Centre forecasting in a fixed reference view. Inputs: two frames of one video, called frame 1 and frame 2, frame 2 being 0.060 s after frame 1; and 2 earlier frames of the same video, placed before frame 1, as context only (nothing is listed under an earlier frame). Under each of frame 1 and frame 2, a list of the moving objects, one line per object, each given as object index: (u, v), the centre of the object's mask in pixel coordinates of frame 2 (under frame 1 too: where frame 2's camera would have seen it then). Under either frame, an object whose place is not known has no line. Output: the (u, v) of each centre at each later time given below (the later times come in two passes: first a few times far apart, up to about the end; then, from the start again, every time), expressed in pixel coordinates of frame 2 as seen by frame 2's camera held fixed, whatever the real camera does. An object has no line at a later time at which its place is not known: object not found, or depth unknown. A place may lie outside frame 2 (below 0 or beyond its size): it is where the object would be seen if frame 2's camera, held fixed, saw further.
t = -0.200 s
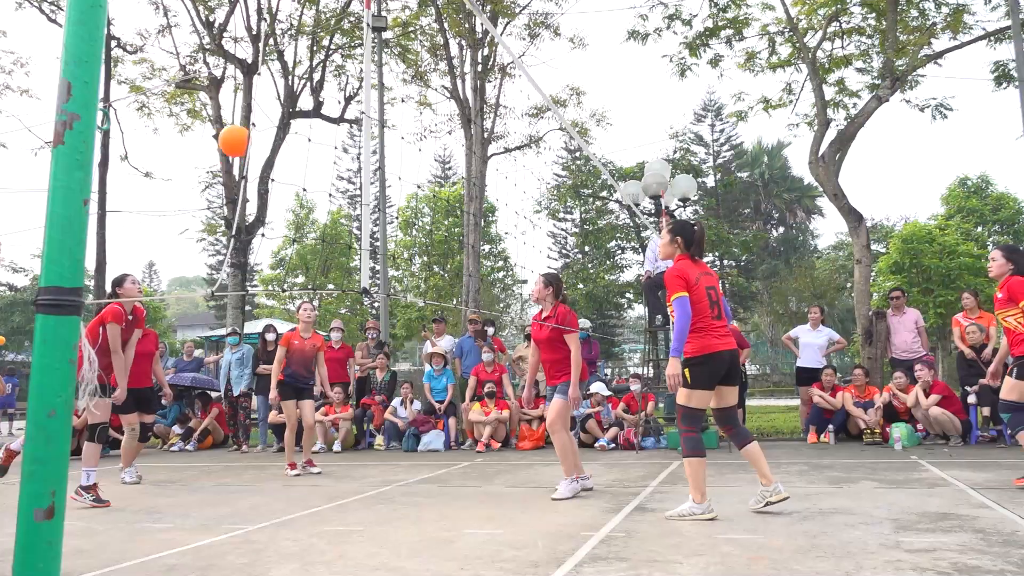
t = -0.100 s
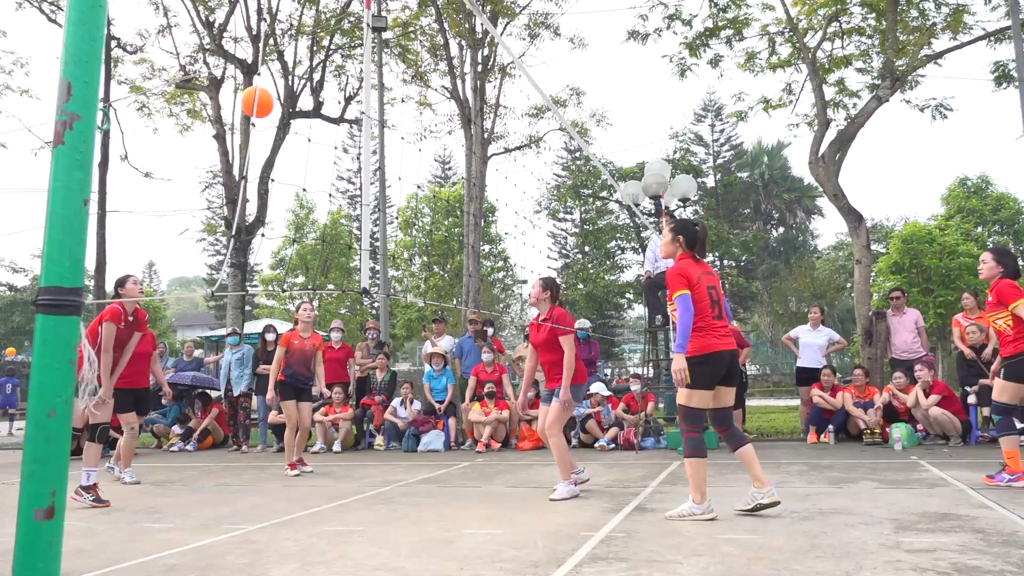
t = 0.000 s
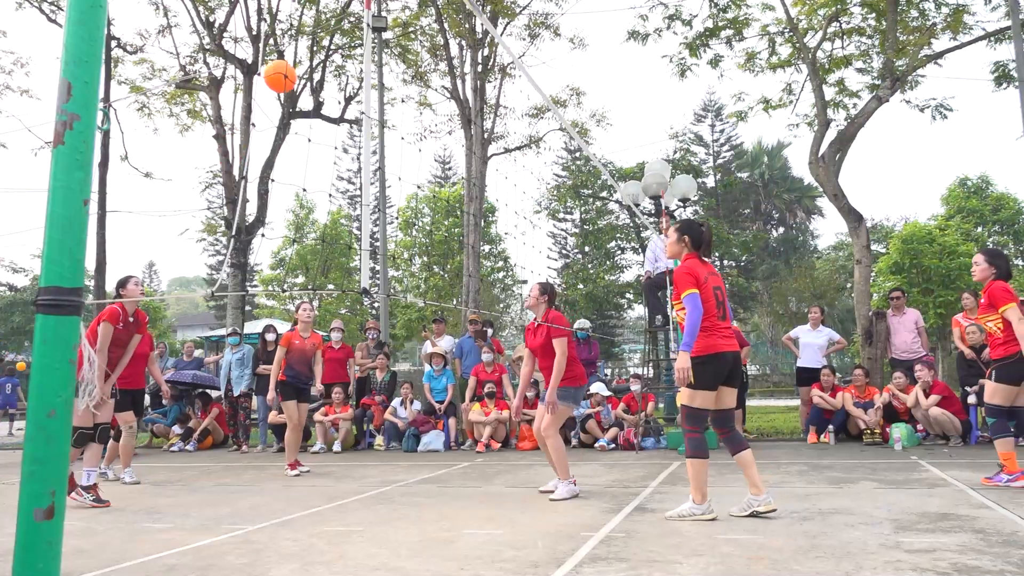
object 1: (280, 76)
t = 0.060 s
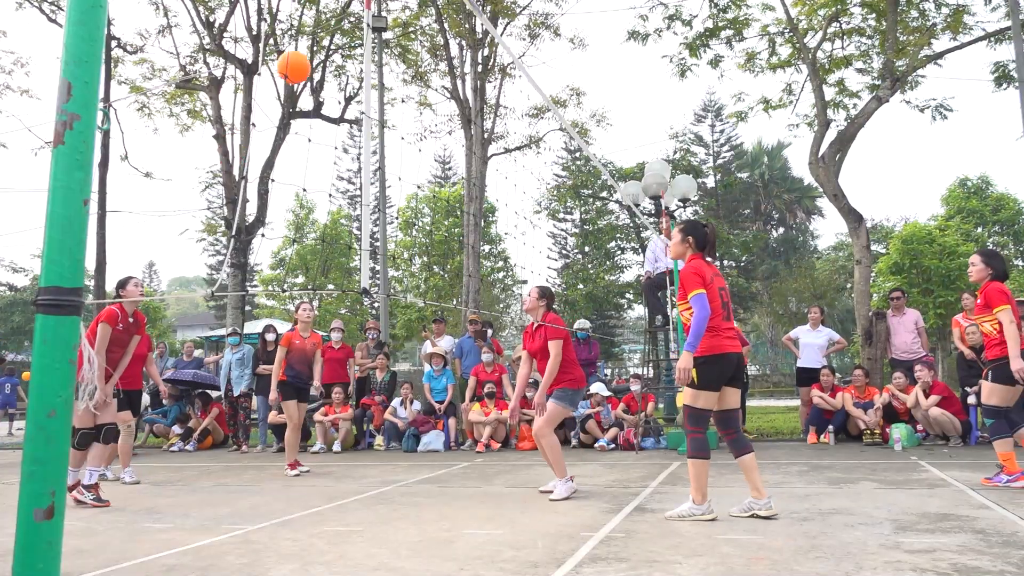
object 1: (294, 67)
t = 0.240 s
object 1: (336, 69)
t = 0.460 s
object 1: (391, 134)
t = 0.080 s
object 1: (298, 65)
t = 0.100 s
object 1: (303, 64)
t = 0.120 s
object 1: (308, 63)
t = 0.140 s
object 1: (312, 63)
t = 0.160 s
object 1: (317, 63)
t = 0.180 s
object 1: (321, 64)
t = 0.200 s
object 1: (326, 65)
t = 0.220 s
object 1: (331, 66)
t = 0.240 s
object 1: (336, 69)
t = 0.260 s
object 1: (340, 72)
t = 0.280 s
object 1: (345, 75)
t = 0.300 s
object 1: (349, 80)
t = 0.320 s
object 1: (352, 85)
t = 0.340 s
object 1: (358, 89)
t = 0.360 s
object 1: (363, 96)
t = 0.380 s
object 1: (371, 101)
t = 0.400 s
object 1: (380, 109)
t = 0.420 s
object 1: (383, 117)
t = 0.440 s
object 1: (386, 125)
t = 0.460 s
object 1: (391, 134)
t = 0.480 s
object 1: (396, 144)
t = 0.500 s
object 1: (401, 154)
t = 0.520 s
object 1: (407, 165)
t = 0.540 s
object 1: (413, 177)
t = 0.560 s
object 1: (418, 189)
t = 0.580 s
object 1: (424, 202)
